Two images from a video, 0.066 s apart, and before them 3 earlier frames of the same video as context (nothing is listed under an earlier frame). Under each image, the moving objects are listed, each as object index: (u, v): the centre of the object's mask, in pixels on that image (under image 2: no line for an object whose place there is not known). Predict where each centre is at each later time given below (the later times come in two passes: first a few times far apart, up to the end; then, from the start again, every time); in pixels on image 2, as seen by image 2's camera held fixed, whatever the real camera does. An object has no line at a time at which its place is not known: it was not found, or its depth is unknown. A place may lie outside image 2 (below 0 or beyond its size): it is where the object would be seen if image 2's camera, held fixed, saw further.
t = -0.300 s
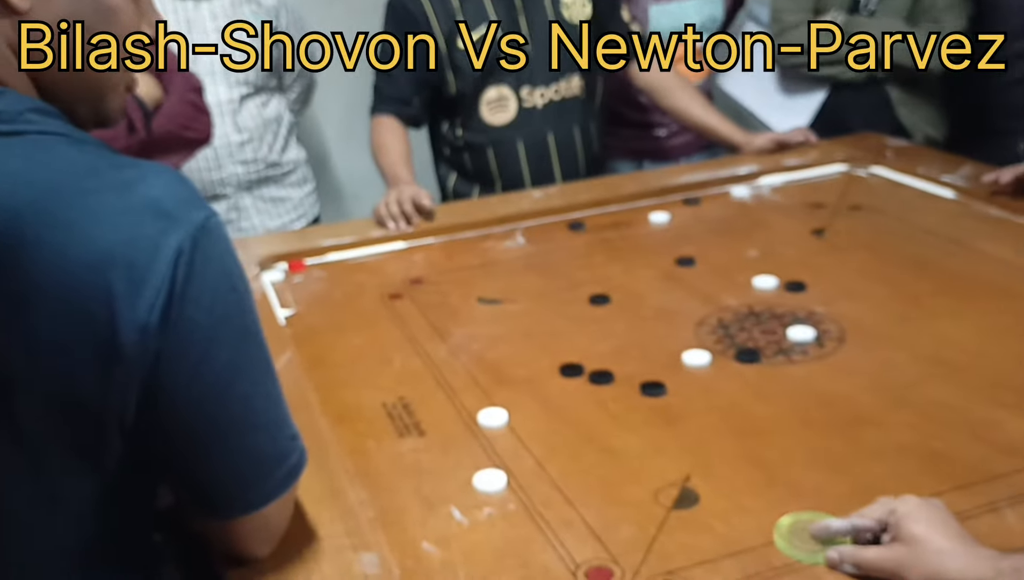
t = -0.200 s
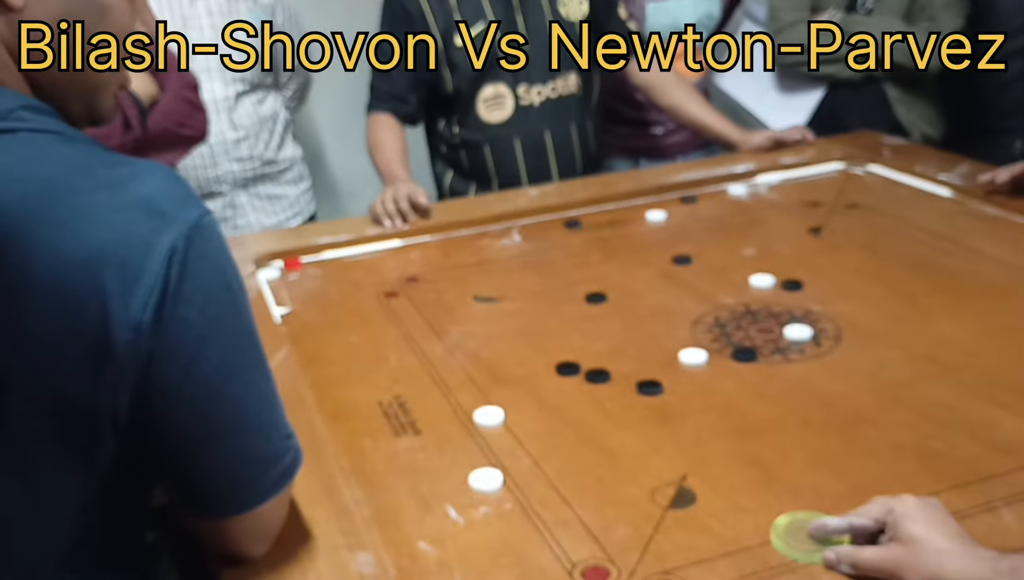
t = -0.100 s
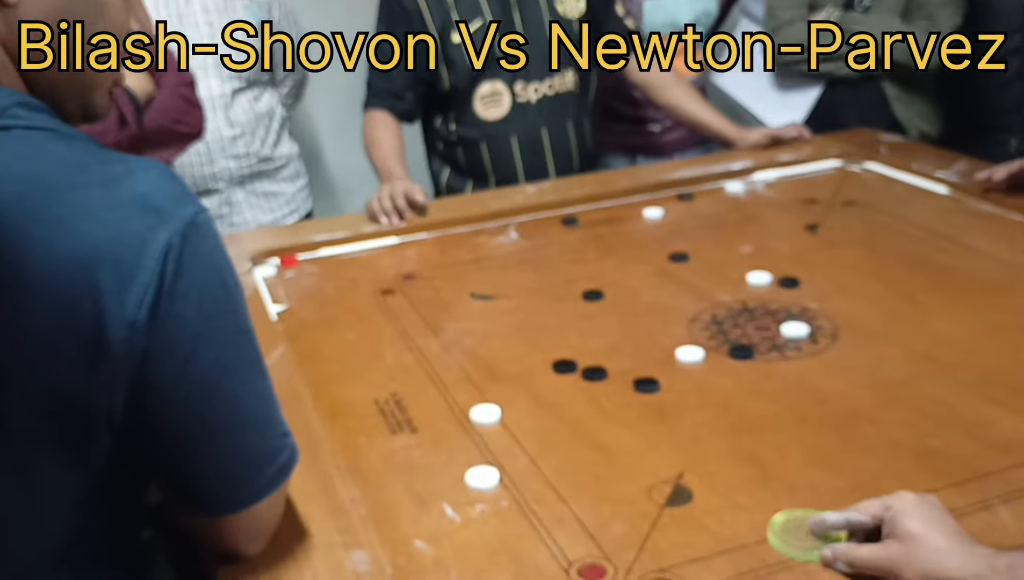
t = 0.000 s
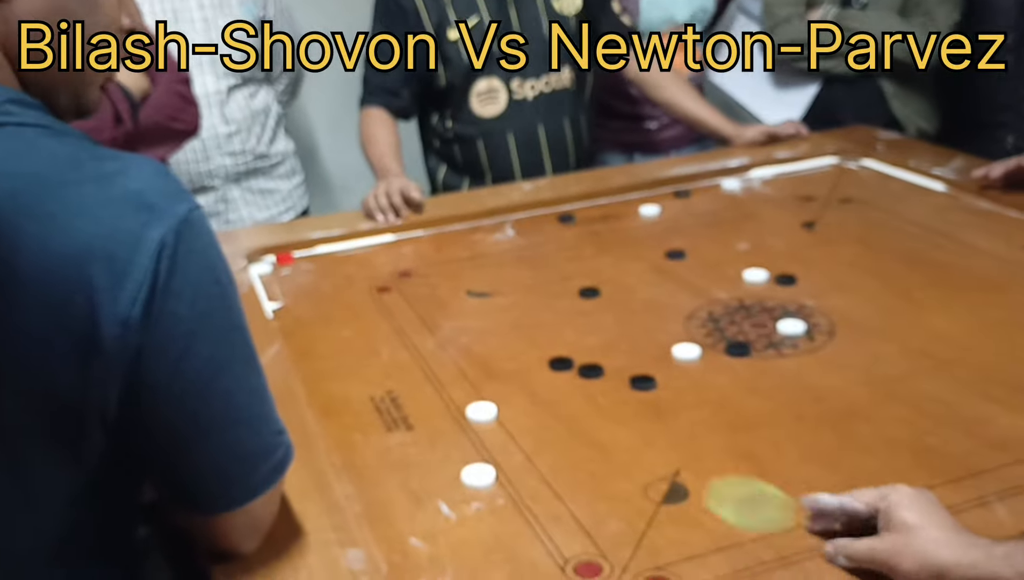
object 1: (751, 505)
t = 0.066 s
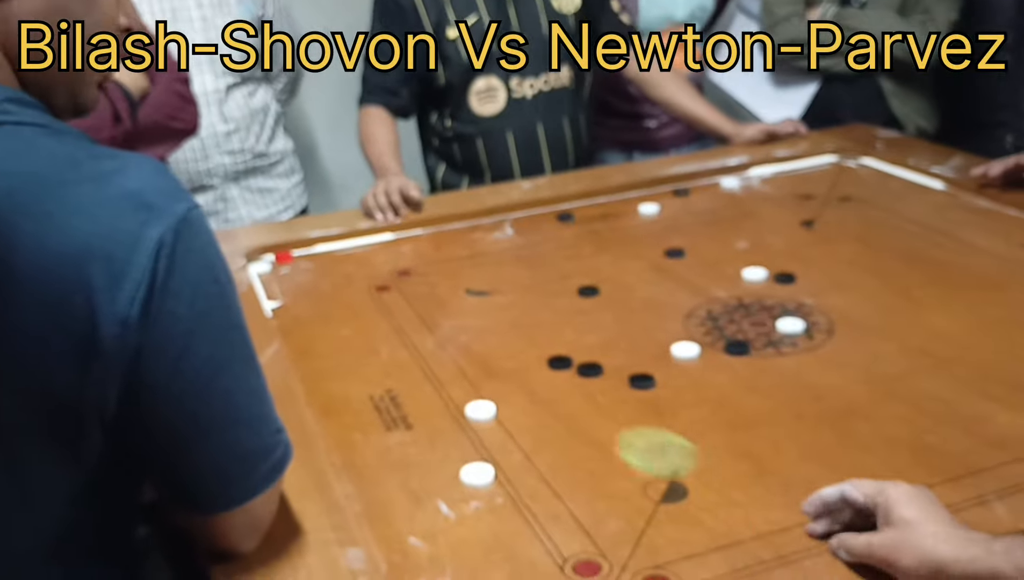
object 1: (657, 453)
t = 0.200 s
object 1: (518, 375)
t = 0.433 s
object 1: (364, 292)
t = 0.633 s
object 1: (299, 260)
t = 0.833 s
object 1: (298, 267)
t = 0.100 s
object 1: (618, 431)
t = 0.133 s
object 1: (581, 410)
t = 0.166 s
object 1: (548, 392)
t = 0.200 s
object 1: (518, 375)
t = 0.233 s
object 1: (490, 361)
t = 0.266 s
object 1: (464, 346)
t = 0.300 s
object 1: (442, 334)
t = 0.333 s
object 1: (420, 323)
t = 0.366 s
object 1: (399, 312)
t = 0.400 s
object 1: (381, 301)
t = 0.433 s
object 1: (364, 292)
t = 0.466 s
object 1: (348, 284)
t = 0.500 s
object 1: (333, 276)
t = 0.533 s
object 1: (319, 268)
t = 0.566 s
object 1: (306, 262)
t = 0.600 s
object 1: (300, 258)
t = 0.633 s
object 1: (299, 260)
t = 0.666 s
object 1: (299, 262)
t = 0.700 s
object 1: (299, 264)
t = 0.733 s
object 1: (299, 265)
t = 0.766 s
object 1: (299, 266)
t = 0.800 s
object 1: (299, 266)
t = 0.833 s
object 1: (298, 267)
